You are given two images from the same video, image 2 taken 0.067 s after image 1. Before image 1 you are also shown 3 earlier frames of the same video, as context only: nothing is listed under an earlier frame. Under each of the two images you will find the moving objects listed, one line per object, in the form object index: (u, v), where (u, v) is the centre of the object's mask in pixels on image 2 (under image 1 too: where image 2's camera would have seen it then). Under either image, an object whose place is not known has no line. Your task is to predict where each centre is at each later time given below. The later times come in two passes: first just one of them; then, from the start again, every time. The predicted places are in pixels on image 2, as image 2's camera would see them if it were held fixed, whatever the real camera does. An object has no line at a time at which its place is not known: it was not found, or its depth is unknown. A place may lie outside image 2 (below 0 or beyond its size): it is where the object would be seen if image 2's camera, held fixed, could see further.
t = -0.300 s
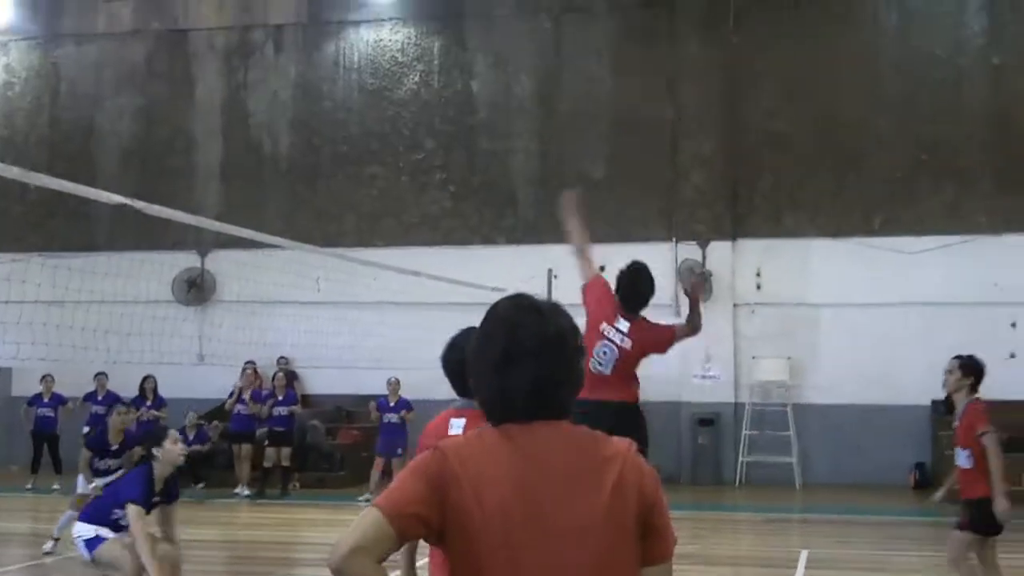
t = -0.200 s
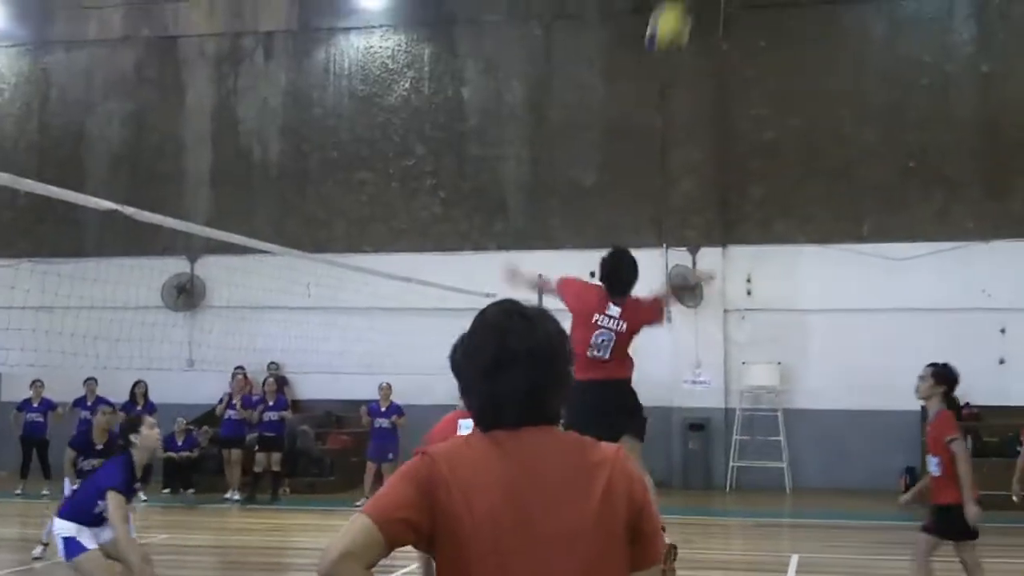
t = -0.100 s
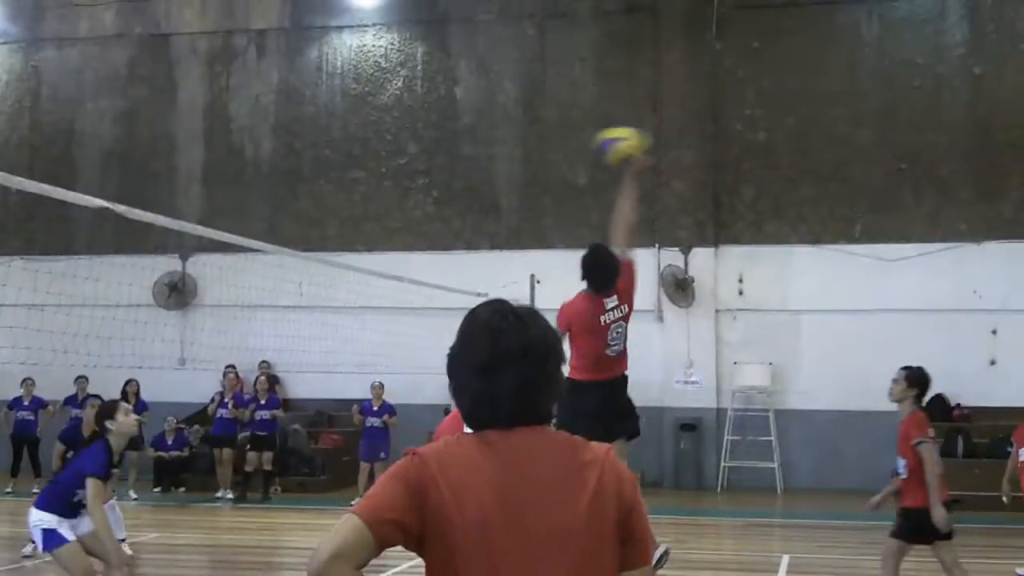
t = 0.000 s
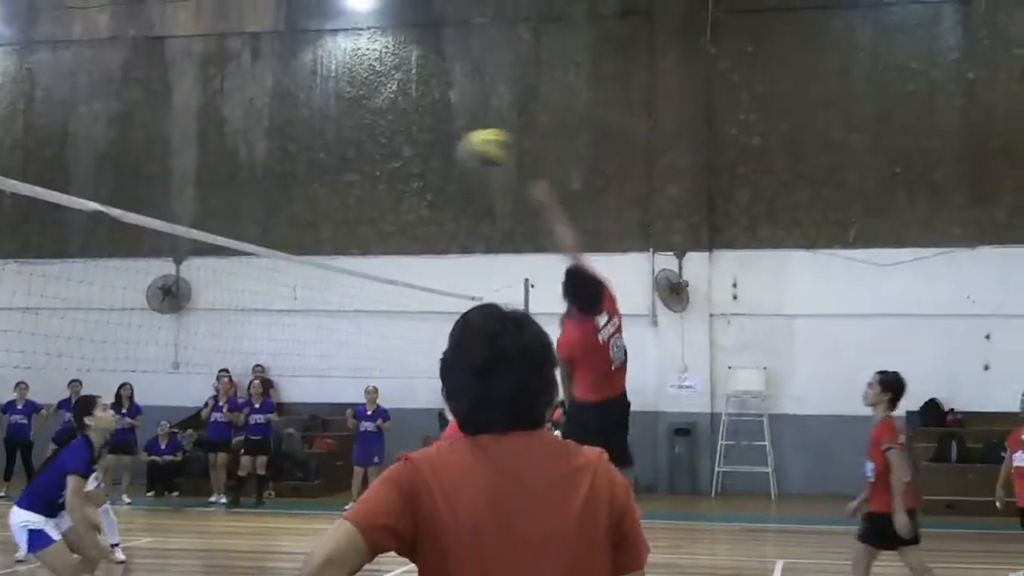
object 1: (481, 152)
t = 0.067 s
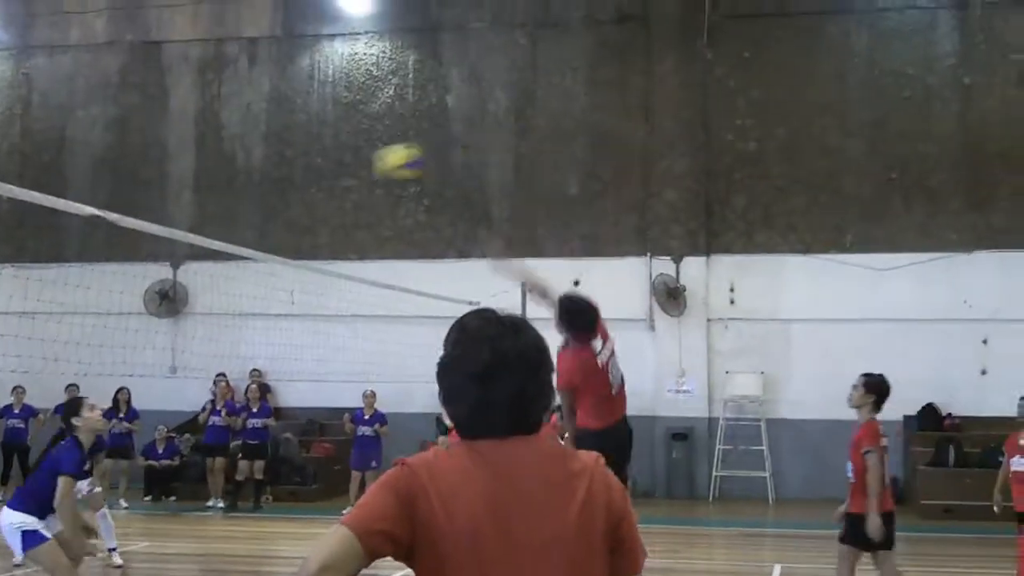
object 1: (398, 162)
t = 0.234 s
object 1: (200, 218)
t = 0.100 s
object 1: (358, 168)
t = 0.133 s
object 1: (316, 178)
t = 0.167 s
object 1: (278, 191)
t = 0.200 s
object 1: (238, 203)
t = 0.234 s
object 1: (200, 218)
